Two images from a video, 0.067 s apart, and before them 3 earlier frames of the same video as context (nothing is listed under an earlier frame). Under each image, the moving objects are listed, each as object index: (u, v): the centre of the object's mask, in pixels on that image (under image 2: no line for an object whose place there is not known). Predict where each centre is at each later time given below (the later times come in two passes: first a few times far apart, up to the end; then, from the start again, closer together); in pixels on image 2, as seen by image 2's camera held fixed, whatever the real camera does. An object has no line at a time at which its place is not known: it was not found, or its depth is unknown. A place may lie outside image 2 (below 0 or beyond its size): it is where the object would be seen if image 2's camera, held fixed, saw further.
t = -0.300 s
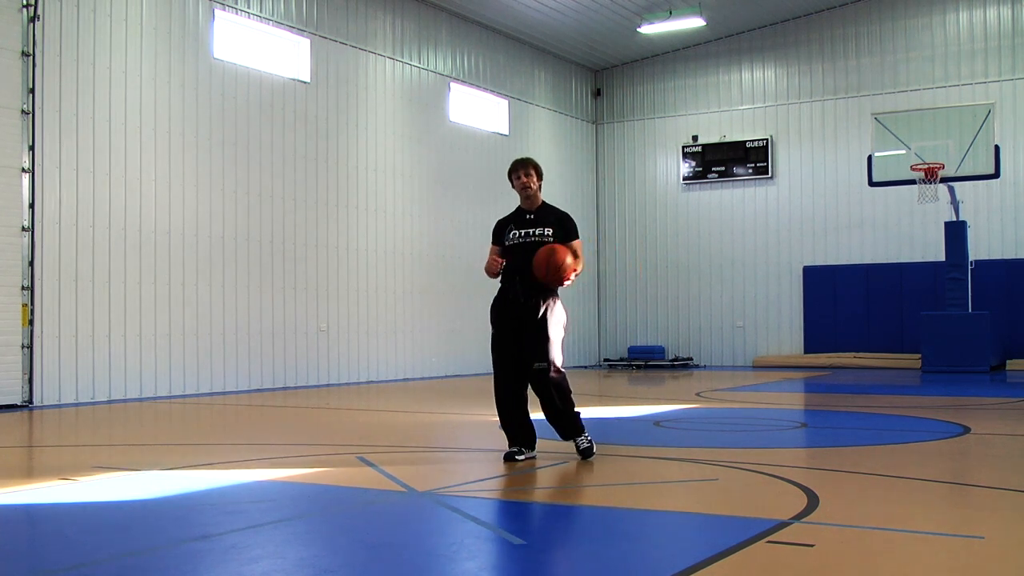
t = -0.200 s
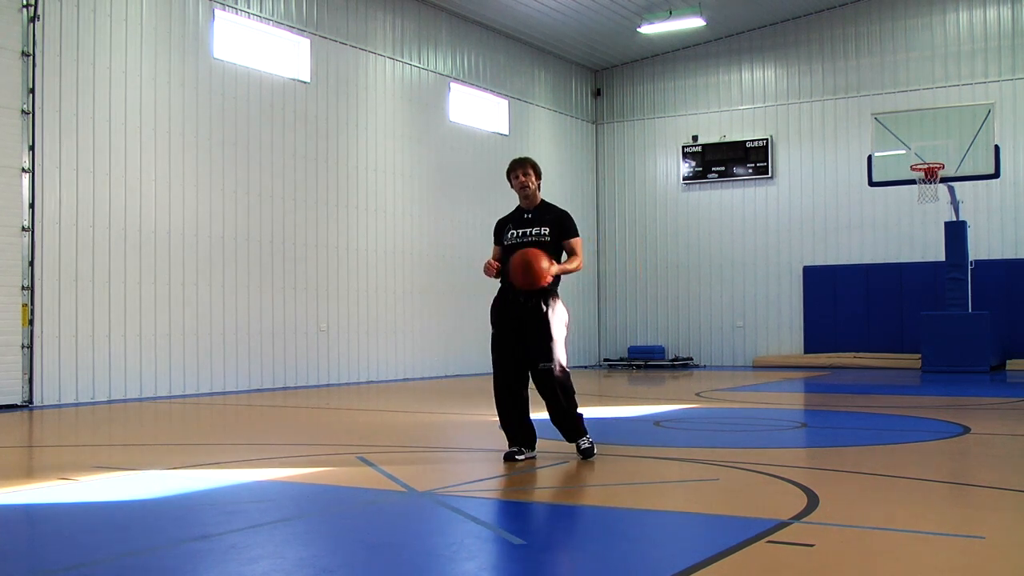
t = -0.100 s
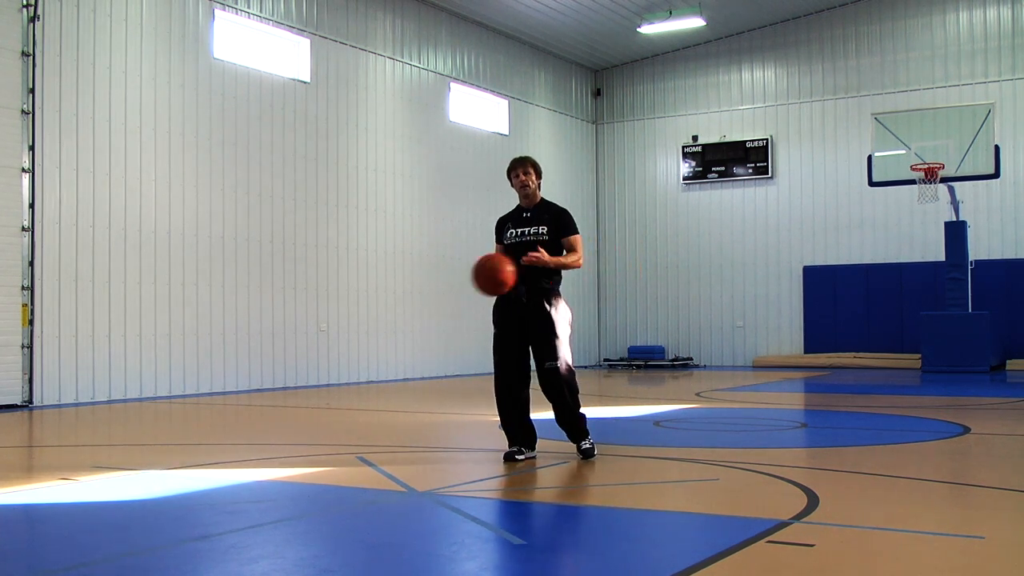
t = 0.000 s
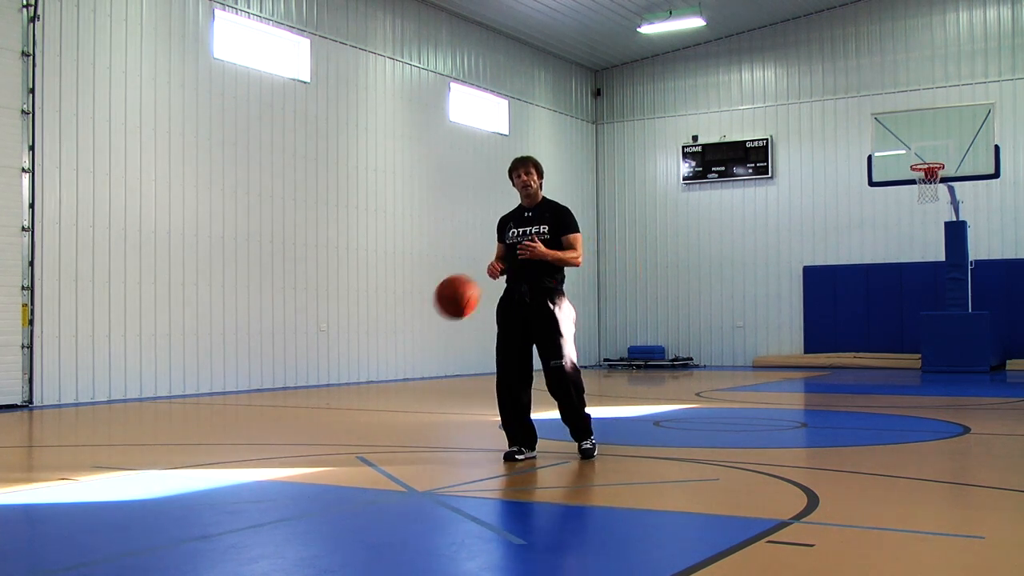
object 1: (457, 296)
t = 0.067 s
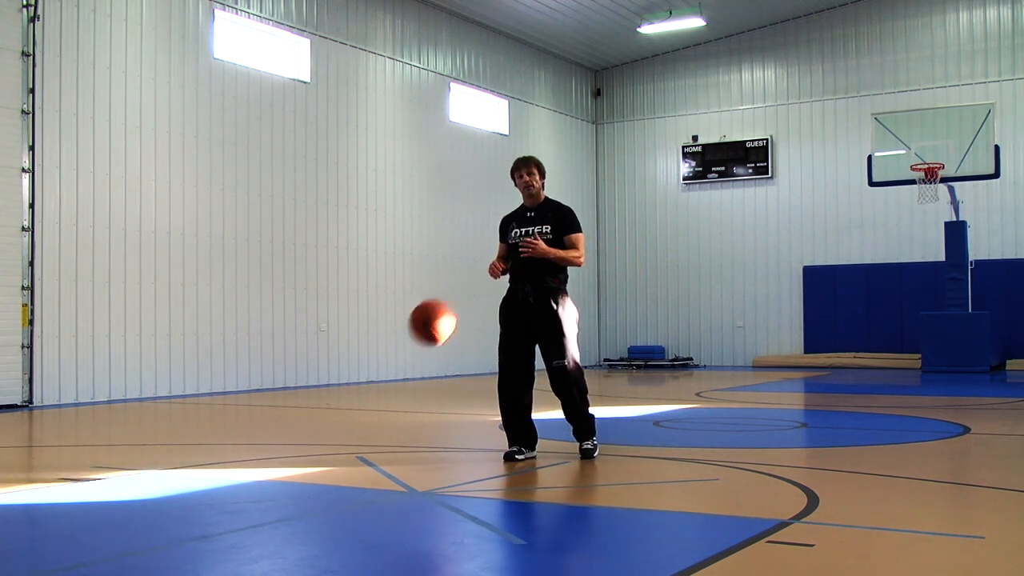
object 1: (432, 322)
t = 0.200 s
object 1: (382, 397)
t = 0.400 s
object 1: (312, 386)
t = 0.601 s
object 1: (243, 327)
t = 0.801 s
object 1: (173, 342)
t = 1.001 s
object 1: (101, 441)
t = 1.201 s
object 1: (24, 397)
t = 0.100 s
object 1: (420, 338)
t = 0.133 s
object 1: (408, 355)
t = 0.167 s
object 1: (395, 375)
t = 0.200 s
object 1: (382, 397)
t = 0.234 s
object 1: (369, 420)
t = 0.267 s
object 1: (357, 444)
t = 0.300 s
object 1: (344, 439)
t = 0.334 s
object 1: (334, 420)
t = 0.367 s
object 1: (324, 402)
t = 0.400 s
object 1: (312, 386)
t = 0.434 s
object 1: (301, 372)
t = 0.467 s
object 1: (289, 359)
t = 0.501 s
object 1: (277, 348)
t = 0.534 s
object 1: (266, 339)
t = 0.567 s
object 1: (254, 332)
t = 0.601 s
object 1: (243, 327)
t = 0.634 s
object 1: (232, 325)
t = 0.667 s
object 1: (220, 324)
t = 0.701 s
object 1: (208, 325)
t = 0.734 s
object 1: (197, 329)
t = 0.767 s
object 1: (185, 334)
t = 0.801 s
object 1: (173, 342)
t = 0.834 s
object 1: (161, 352)
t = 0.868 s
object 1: (149, 365)
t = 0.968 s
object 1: (113, 419)
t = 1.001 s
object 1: (101, 441)
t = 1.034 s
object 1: (90, 460)
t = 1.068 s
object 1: (76, 456)
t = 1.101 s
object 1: (64, 440)
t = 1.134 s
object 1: (50, 424)
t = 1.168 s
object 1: (37, 410)
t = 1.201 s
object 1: (24, 397)
